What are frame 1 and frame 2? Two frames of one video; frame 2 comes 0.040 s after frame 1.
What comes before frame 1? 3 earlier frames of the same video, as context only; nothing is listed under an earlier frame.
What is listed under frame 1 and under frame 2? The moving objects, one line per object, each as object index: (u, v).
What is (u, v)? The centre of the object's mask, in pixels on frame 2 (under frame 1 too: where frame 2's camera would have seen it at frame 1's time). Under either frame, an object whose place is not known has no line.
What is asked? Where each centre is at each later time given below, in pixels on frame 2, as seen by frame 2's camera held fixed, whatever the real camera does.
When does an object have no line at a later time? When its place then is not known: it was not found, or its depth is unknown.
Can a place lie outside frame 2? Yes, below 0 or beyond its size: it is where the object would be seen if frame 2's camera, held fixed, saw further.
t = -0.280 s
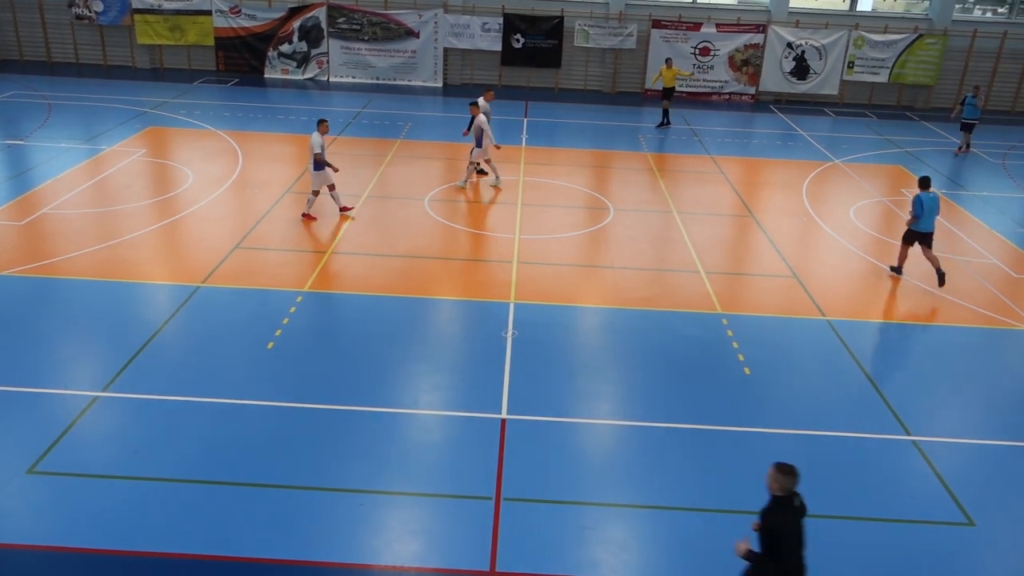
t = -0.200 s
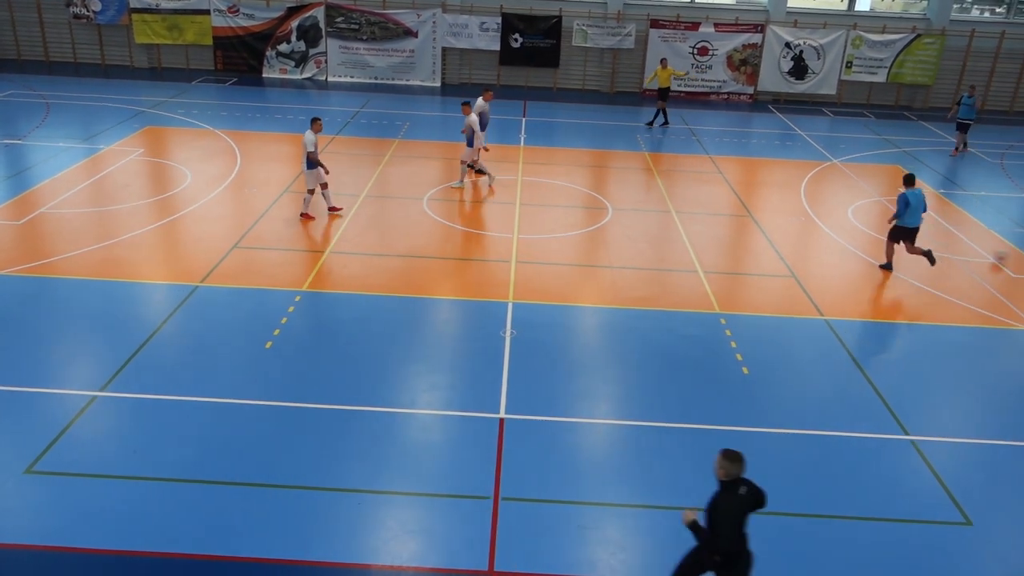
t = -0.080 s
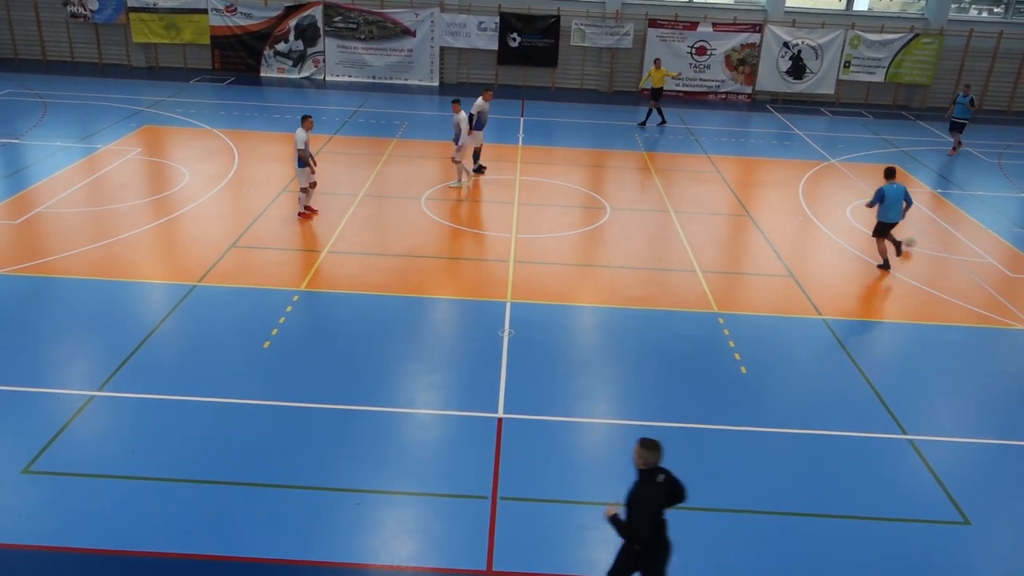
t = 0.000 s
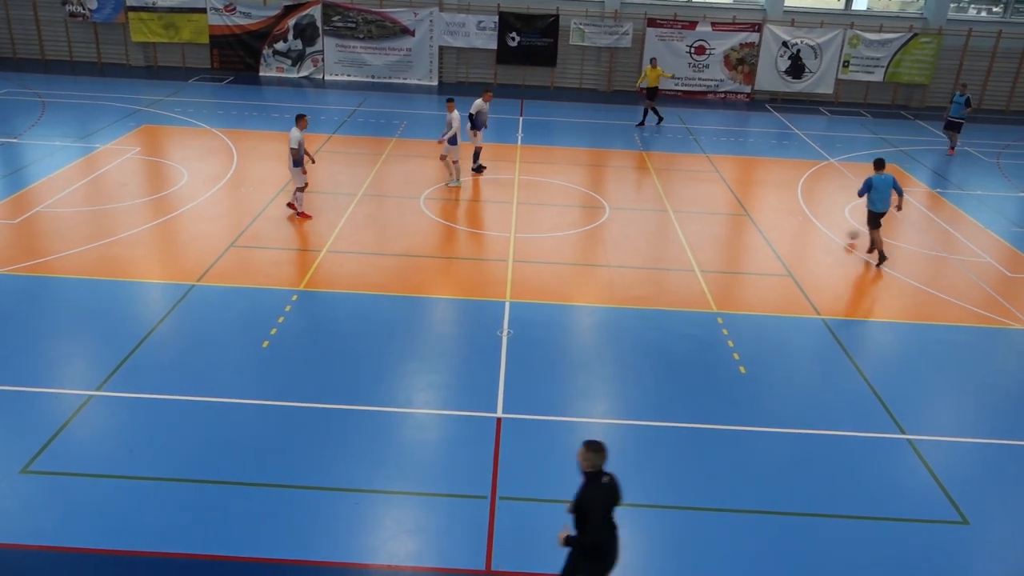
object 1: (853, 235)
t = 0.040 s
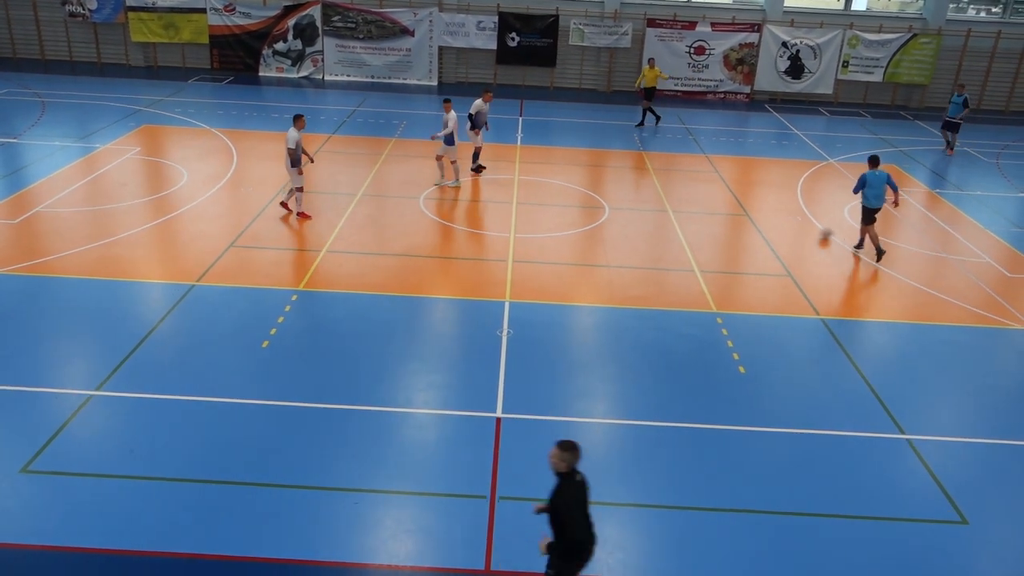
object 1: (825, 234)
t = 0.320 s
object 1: (674, 210)
